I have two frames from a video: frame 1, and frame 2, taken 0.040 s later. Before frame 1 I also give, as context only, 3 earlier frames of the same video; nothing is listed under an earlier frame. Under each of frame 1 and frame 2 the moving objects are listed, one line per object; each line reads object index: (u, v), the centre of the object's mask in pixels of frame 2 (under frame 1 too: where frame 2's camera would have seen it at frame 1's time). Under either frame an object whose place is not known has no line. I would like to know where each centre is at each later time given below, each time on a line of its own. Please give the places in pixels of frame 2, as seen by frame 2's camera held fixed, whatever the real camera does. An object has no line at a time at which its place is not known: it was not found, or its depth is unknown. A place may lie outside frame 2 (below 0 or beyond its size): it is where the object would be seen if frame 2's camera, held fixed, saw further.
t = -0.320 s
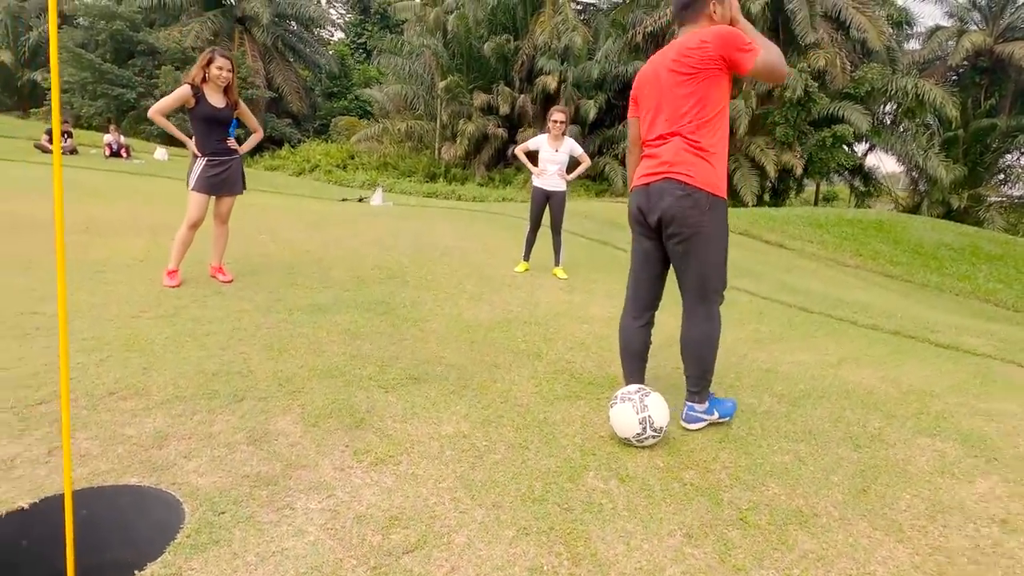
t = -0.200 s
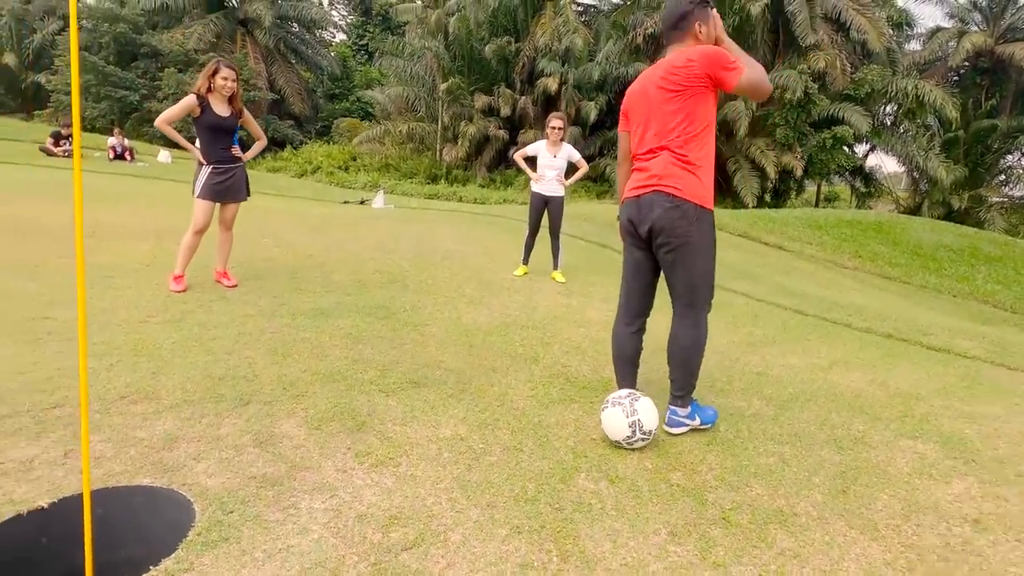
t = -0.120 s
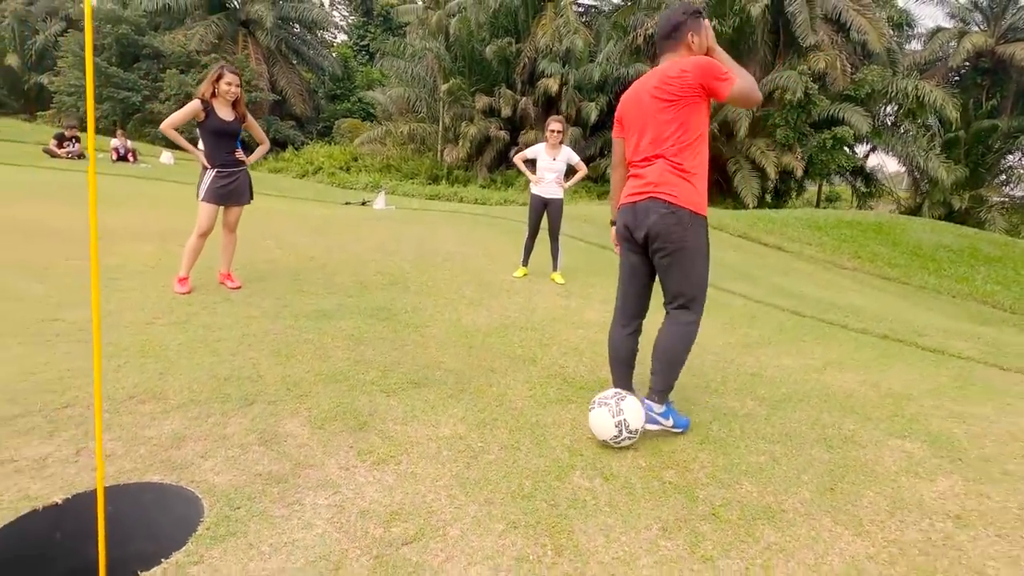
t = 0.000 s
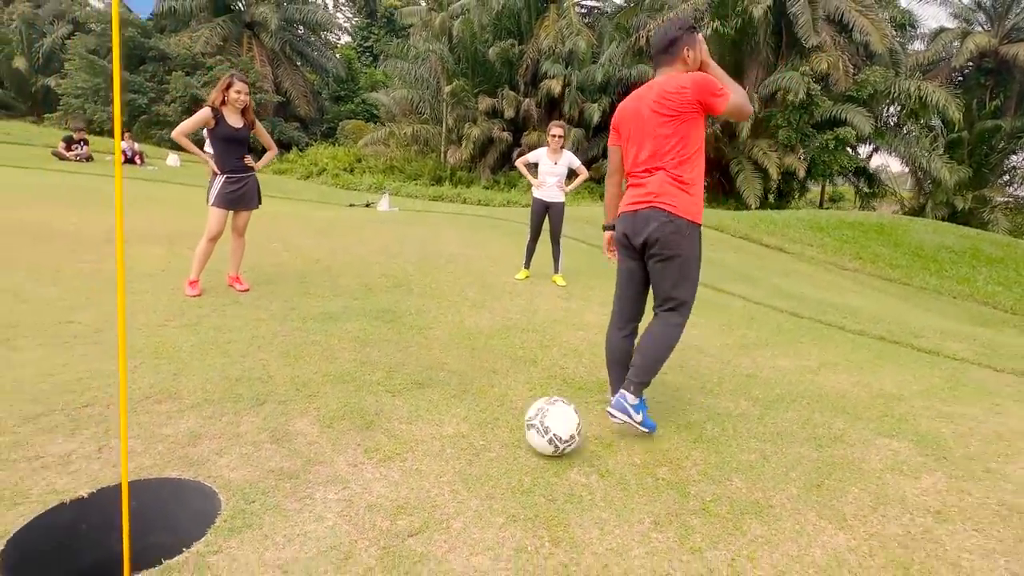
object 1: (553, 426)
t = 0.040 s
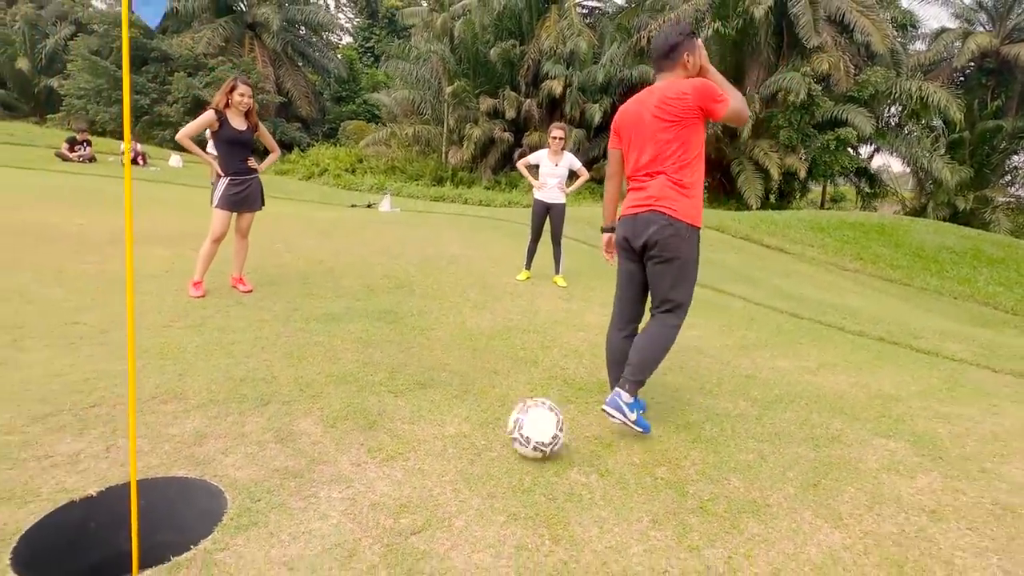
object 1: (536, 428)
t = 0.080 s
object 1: (518, 433)
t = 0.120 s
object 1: (504, 434)
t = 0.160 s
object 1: (488, 437)
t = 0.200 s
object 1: (472, 441)
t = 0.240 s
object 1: (457, 444)
